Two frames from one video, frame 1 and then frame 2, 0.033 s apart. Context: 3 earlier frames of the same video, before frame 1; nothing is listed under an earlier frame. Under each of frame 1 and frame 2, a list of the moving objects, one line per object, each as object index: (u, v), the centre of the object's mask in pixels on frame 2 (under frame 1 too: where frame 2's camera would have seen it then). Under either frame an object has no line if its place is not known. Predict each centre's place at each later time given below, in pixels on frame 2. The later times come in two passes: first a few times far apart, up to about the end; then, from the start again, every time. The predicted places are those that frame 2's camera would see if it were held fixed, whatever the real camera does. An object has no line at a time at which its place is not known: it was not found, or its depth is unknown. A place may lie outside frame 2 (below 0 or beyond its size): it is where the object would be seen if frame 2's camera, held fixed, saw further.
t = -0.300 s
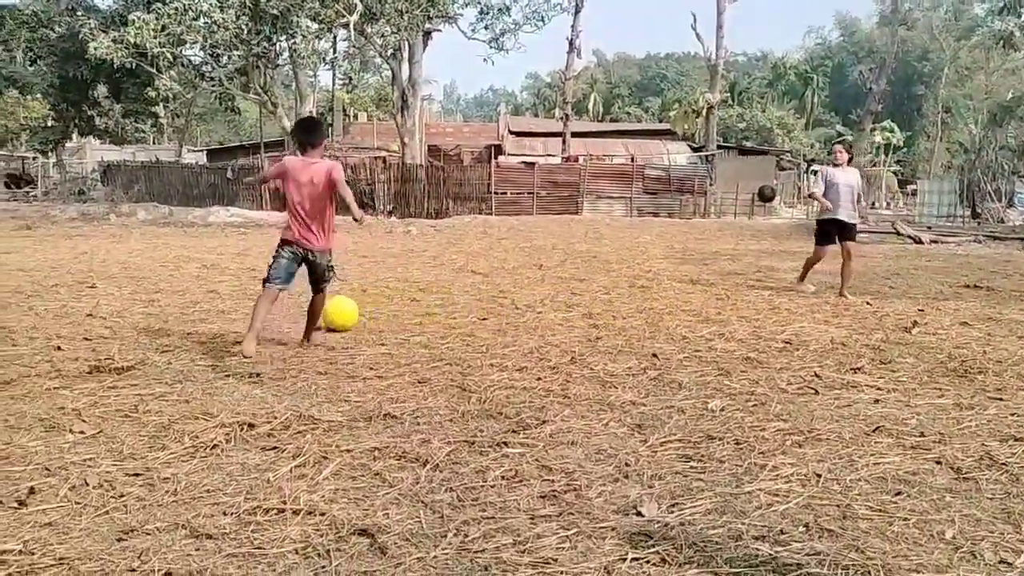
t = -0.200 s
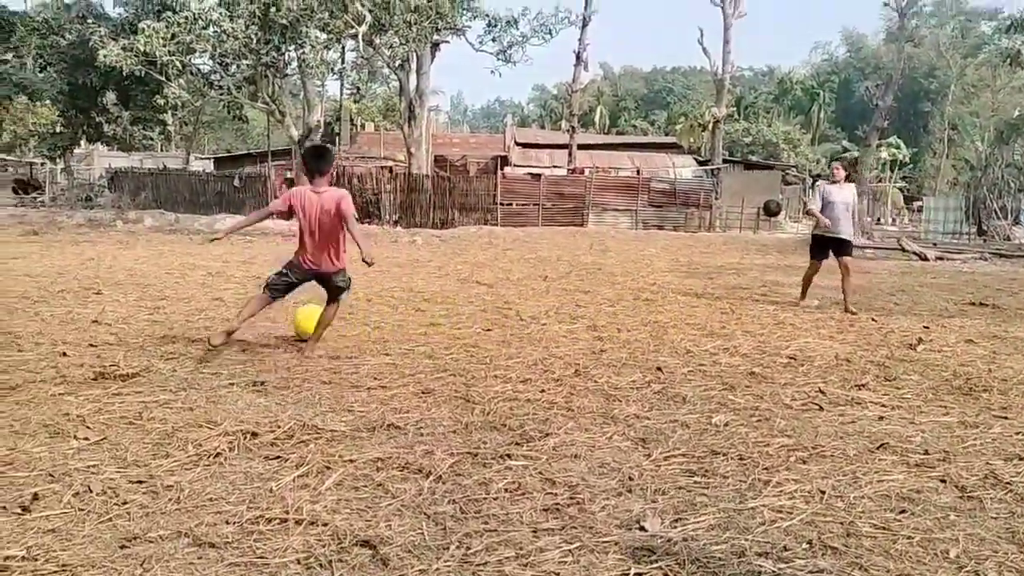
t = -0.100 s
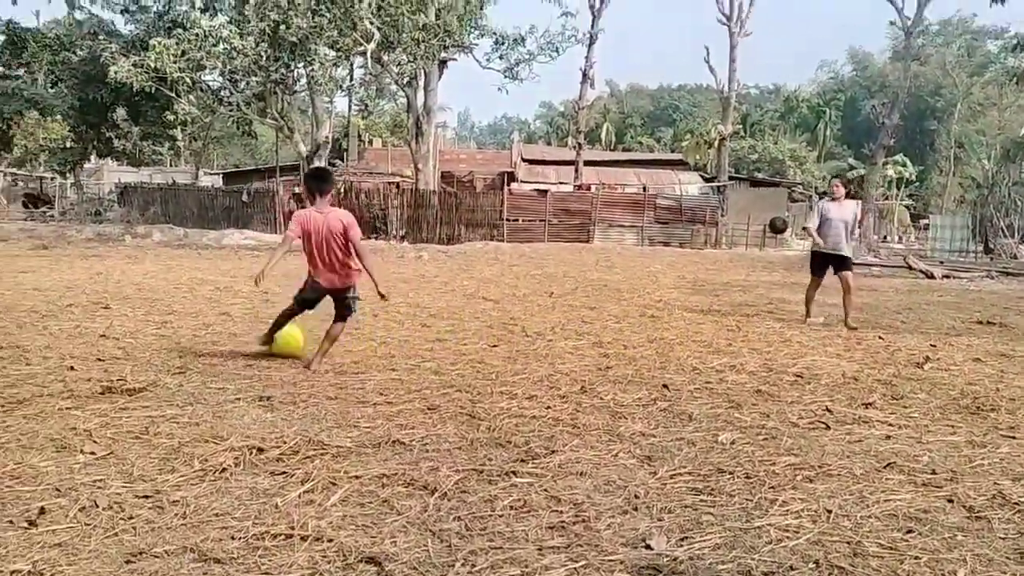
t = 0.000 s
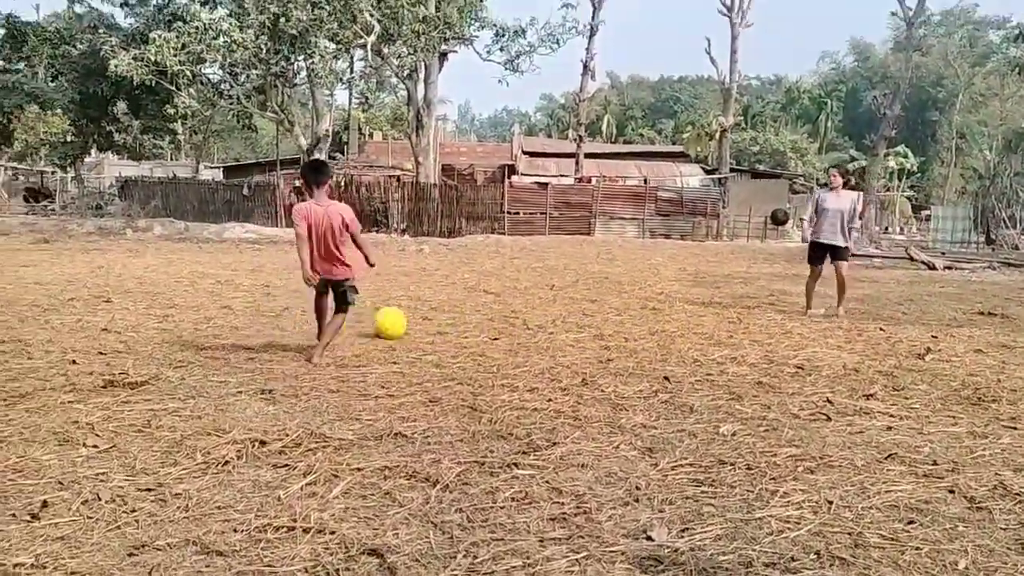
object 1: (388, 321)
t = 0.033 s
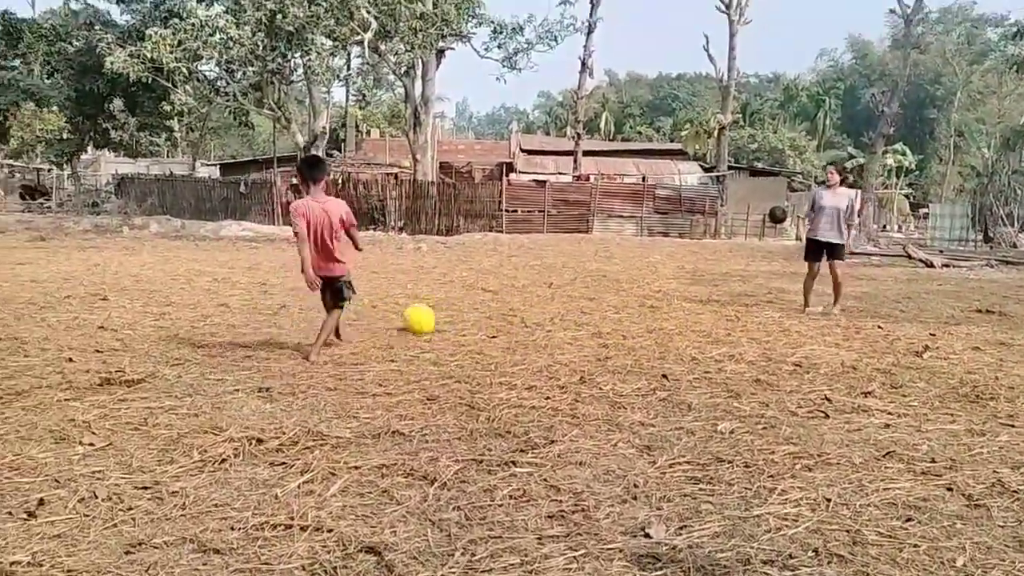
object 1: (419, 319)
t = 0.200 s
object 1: (541, 307)
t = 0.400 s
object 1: (636, 299)
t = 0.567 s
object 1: (685, 281)
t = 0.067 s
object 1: (448, 316)
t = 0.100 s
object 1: (474, 312)
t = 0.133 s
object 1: (497, 310)
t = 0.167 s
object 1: (520, 309)
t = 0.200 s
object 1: (541, 307)
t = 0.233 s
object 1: (560, 305)
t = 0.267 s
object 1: (576, 303)
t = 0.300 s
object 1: (593, 303)
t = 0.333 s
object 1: (609, 302)
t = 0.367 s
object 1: (623, 300)
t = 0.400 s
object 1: (636, 299)
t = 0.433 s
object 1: (647, 298)
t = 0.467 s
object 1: (659, 297)
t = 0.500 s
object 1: (670, 295)
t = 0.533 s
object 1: (678, 293)
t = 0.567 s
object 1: (685, 281)
